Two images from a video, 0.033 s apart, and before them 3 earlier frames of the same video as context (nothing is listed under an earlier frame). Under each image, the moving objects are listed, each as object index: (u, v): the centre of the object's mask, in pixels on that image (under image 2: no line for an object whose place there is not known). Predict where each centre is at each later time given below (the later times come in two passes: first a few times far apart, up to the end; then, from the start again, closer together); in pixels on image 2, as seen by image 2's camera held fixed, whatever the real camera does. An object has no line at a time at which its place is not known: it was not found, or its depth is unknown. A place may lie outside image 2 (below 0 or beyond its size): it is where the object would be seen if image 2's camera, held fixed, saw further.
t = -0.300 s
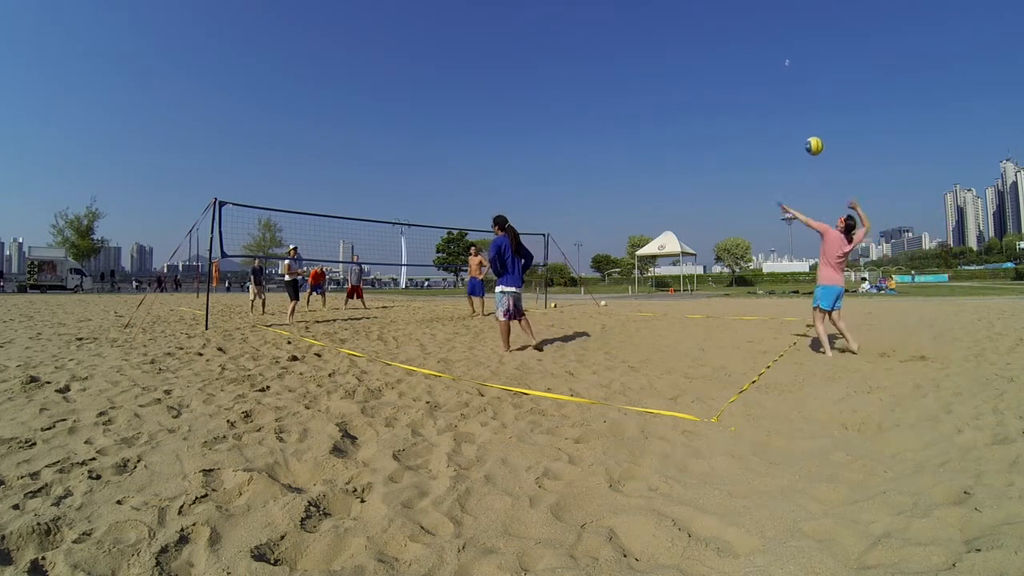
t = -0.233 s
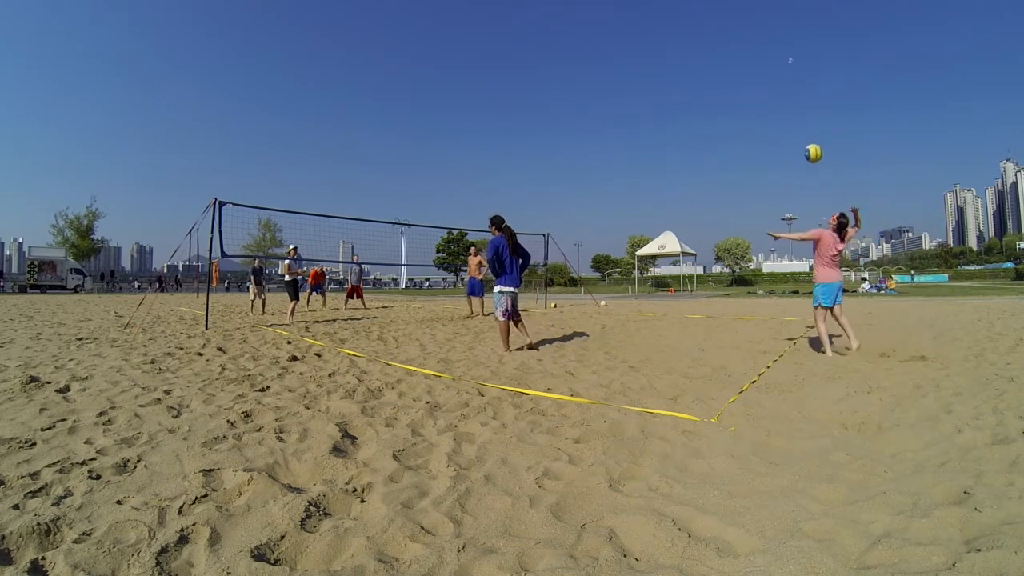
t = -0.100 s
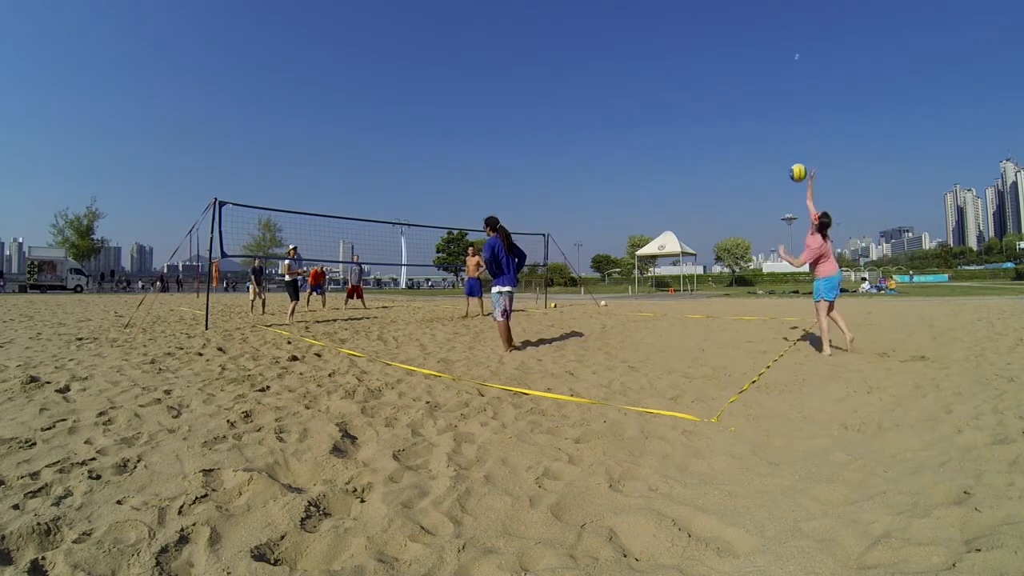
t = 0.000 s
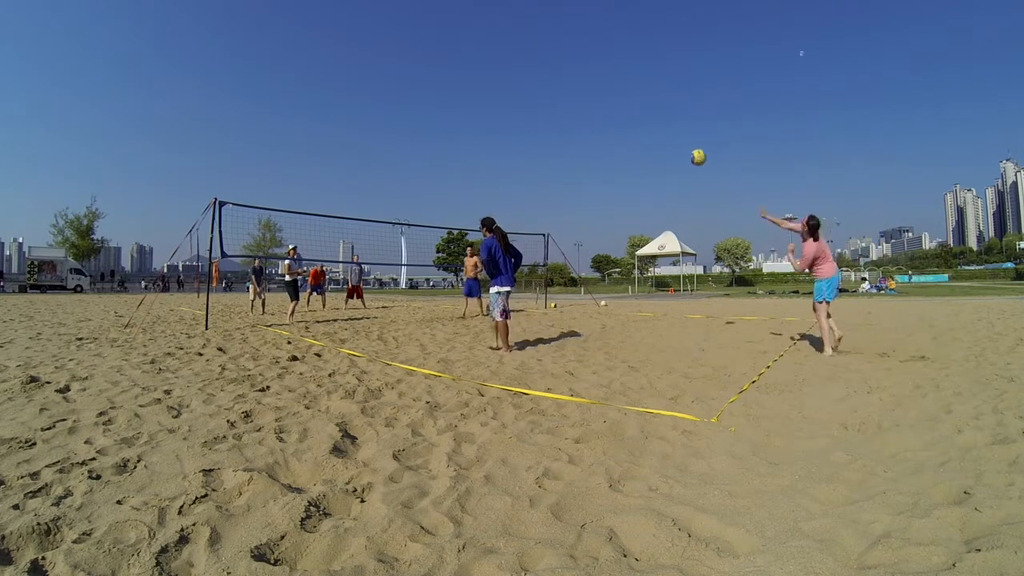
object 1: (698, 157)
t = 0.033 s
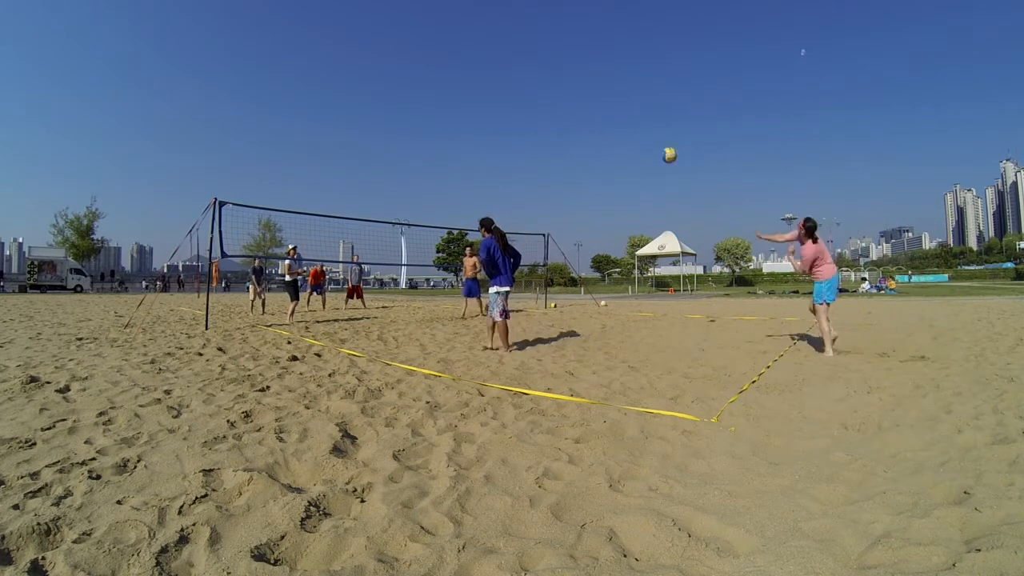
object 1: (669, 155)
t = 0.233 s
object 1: (538, 161)
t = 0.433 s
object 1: (457, 186)
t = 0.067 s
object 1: (643, 154)
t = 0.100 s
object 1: (619, 154)
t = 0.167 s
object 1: (575, 156)
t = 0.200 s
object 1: (556, 159)
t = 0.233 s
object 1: (538, 161)
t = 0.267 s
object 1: (522, 164)
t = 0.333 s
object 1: (493, 172)
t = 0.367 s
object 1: (480, 176)
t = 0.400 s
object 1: (468, 181)
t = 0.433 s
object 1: (457, 186)
